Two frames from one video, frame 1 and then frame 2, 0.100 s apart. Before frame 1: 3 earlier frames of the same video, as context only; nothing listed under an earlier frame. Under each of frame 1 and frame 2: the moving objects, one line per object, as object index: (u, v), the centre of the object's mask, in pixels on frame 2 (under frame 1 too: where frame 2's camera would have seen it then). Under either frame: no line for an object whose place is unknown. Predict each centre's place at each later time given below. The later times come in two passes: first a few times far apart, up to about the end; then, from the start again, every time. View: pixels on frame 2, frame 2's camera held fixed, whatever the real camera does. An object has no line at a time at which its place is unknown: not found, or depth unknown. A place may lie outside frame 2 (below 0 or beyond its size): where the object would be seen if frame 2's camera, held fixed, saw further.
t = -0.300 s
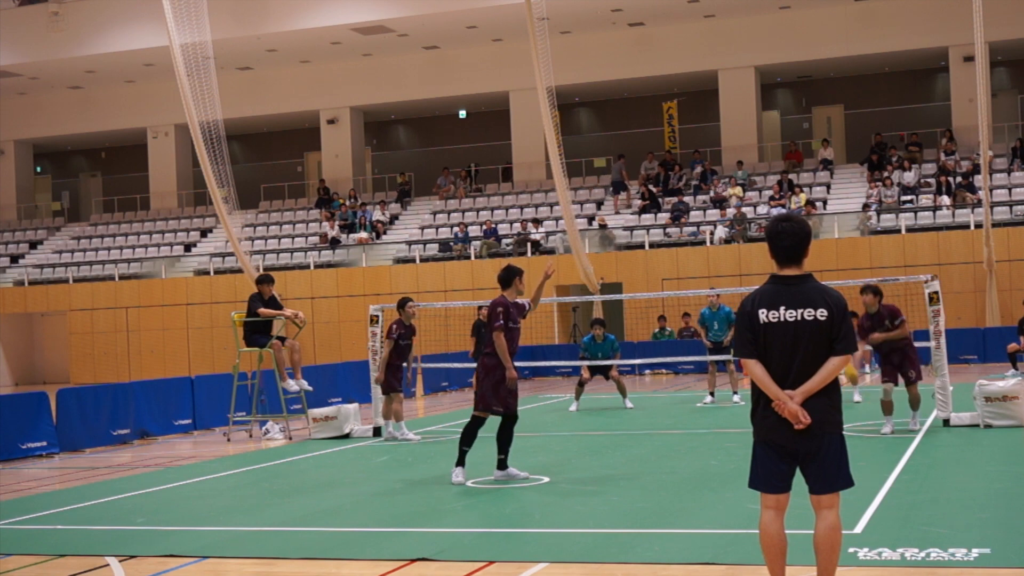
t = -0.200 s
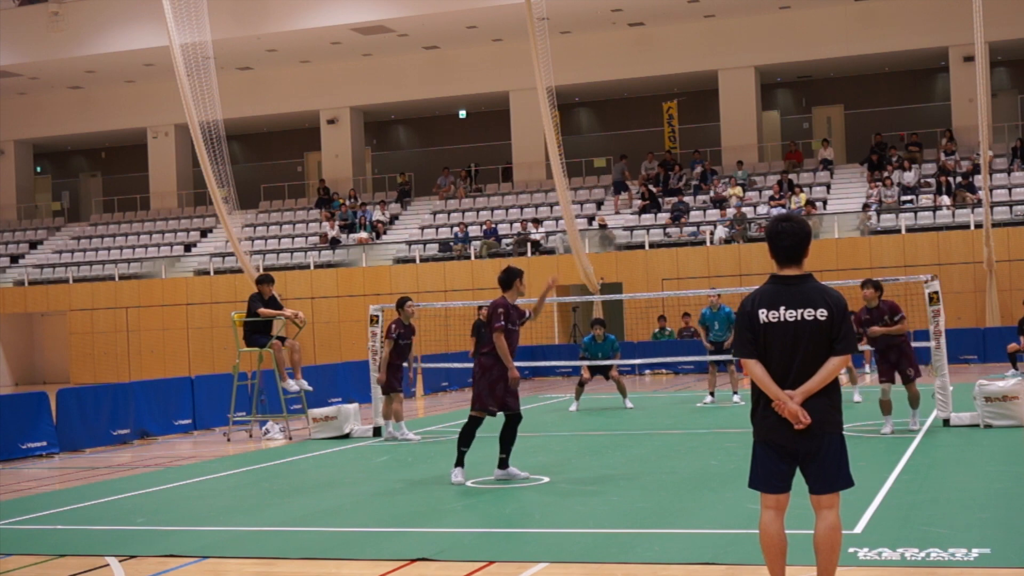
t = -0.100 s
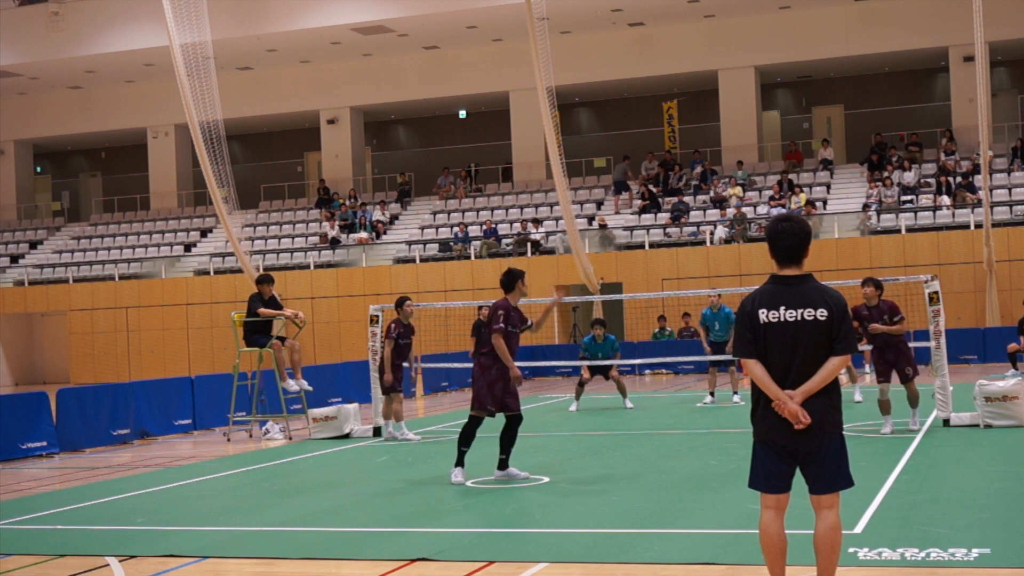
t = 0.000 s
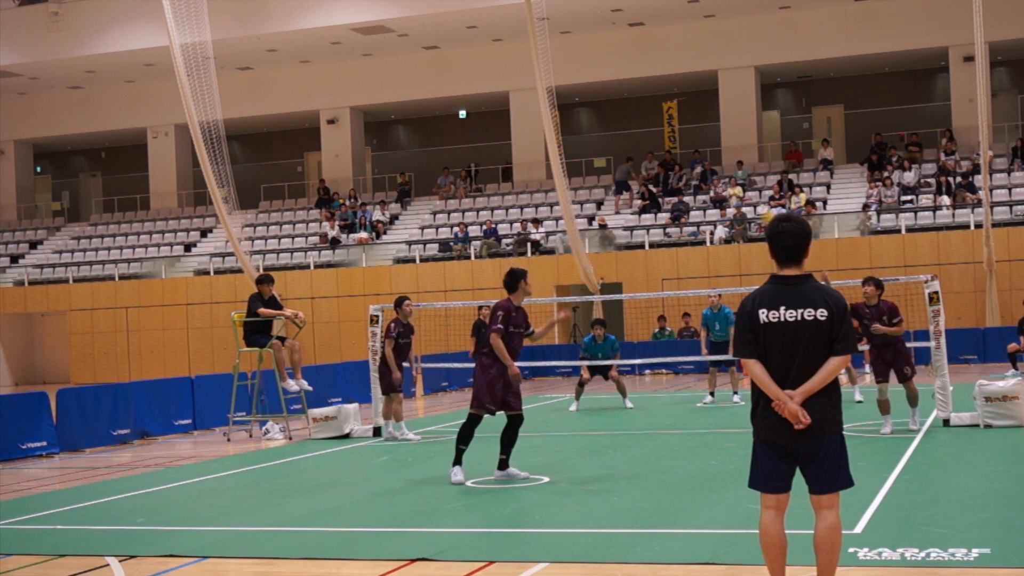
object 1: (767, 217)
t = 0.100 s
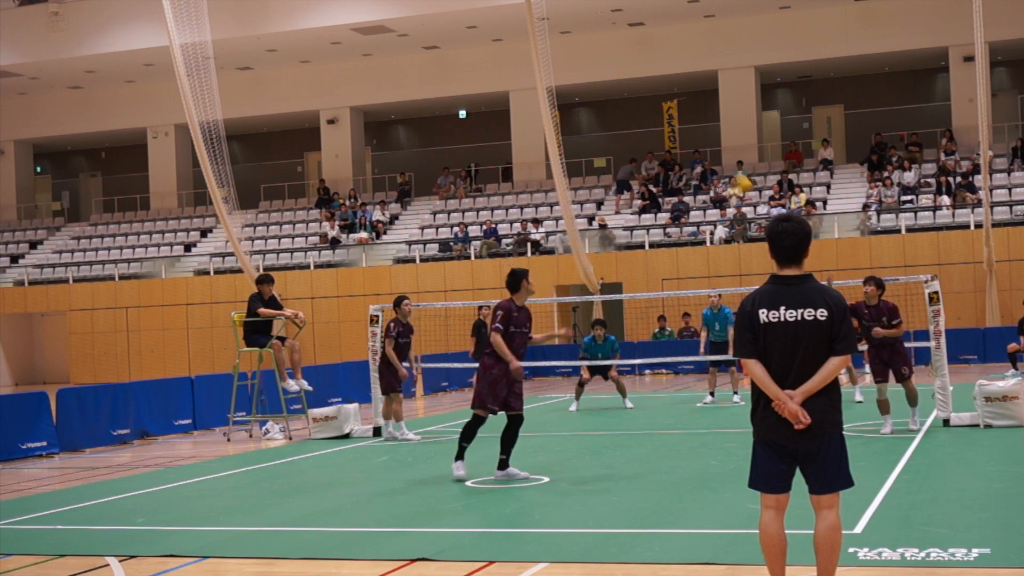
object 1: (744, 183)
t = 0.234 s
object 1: (708, 153)
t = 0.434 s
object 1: (654, 143)
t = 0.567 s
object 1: (619, 160)
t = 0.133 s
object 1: (734, 174)
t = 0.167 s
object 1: (725, 166)
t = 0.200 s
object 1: (716, 159)
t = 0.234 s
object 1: (708, 153)
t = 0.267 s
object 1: (699, 149)
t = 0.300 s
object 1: (691, 145)
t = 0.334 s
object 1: (683, 143)
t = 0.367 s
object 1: (673, 142)
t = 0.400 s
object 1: (663, 141)
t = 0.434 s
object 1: (654, 143)
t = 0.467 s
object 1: (645, 145)
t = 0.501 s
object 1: (637, 149)
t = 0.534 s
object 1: (628, 154)
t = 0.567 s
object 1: (619, 160)
